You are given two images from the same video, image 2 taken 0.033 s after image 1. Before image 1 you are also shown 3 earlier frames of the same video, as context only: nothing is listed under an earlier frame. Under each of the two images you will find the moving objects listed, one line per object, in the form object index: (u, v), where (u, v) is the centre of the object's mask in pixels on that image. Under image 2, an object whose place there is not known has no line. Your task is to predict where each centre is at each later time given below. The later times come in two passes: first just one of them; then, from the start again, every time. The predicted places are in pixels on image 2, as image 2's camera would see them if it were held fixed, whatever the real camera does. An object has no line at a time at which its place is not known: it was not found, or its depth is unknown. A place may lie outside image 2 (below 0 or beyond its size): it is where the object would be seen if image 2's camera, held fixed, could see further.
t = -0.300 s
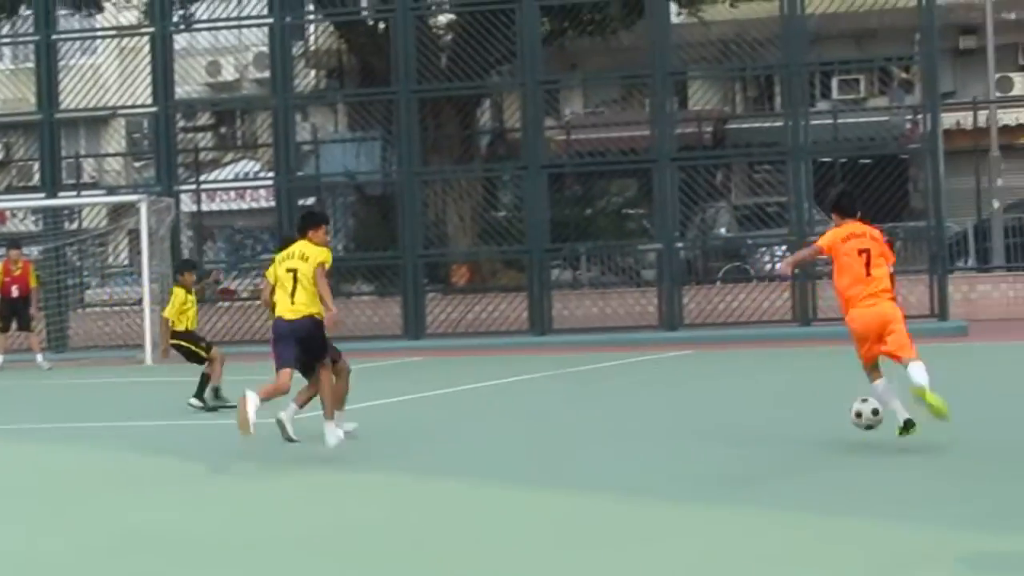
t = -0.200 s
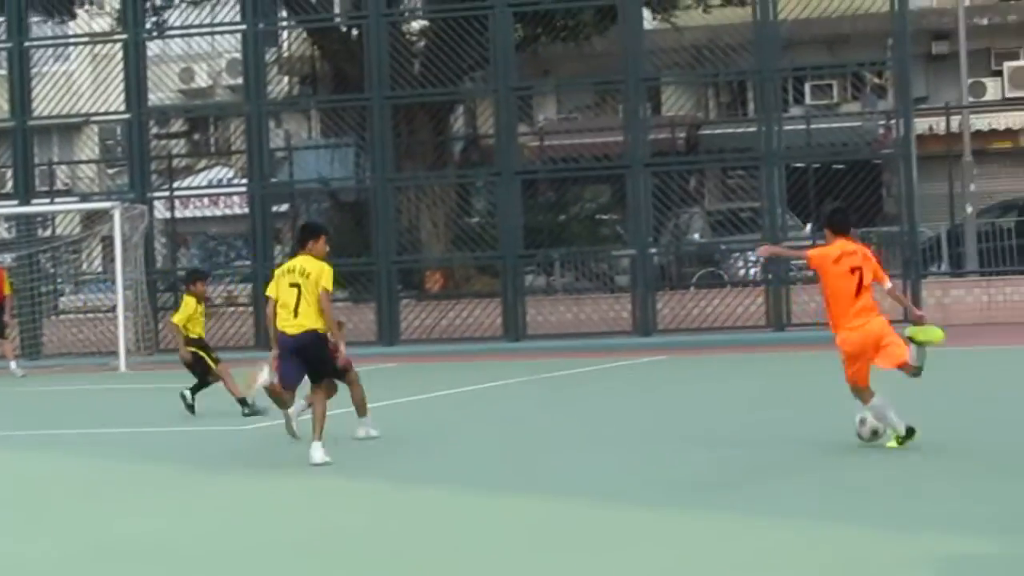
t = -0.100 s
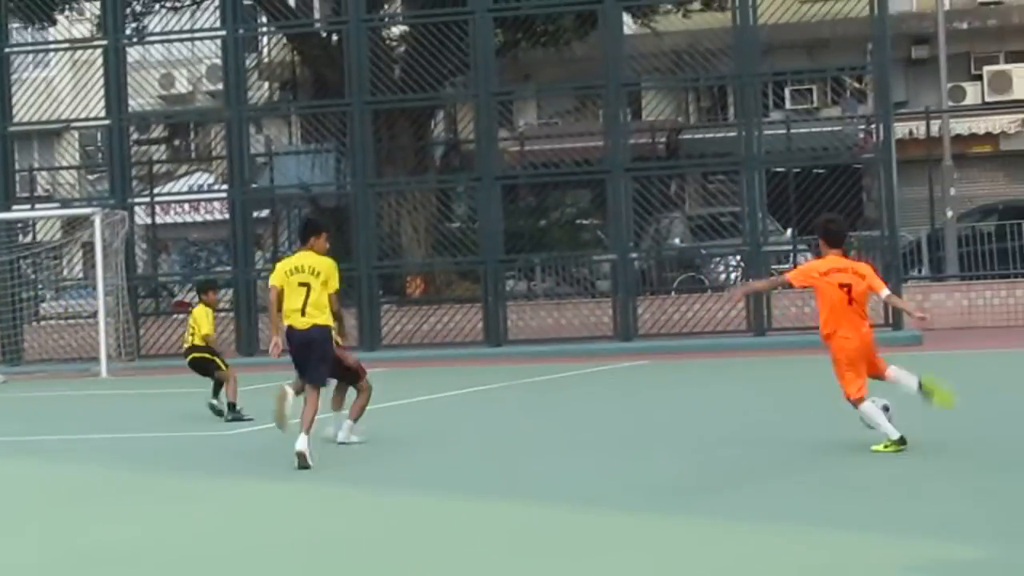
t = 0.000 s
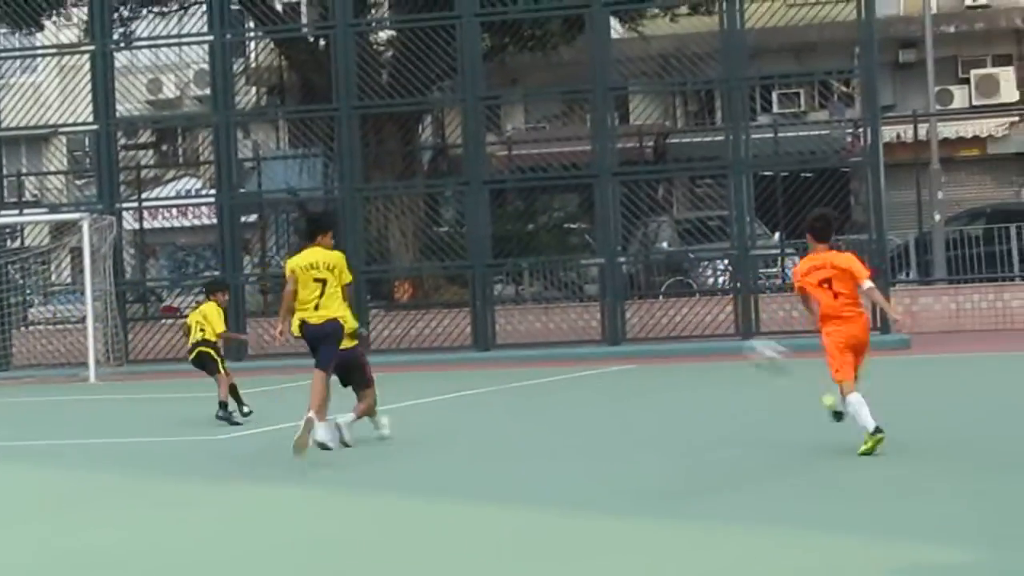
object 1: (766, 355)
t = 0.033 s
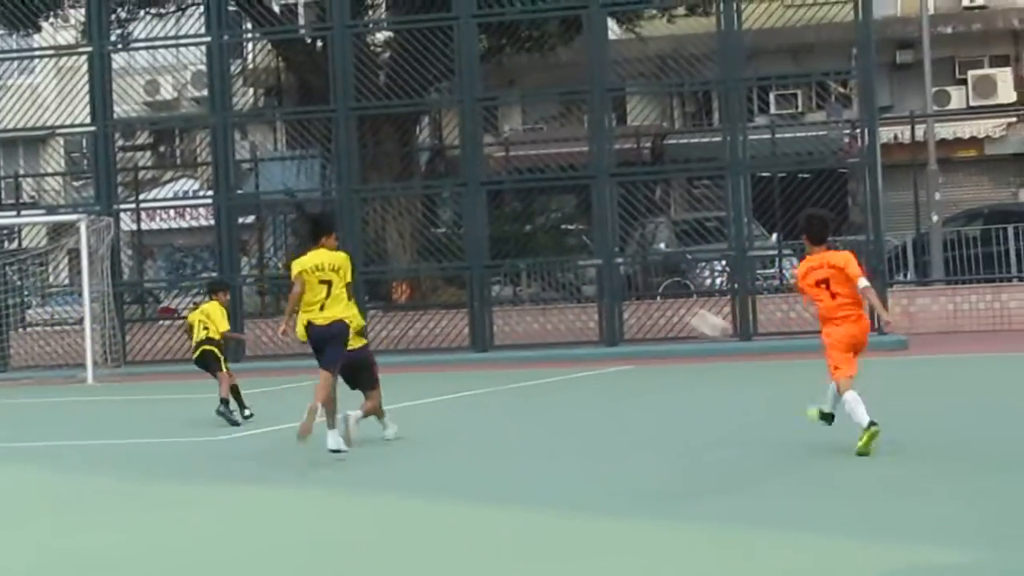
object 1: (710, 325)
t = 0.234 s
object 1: (443, 206)
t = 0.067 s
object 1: (656, 298)
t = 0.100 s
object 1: (609, 276)
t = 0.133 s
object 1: (564, 255)
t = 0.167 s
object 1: (522, 238)
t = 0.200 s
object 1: (481, 221)
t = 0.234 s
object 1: (443, 206)
